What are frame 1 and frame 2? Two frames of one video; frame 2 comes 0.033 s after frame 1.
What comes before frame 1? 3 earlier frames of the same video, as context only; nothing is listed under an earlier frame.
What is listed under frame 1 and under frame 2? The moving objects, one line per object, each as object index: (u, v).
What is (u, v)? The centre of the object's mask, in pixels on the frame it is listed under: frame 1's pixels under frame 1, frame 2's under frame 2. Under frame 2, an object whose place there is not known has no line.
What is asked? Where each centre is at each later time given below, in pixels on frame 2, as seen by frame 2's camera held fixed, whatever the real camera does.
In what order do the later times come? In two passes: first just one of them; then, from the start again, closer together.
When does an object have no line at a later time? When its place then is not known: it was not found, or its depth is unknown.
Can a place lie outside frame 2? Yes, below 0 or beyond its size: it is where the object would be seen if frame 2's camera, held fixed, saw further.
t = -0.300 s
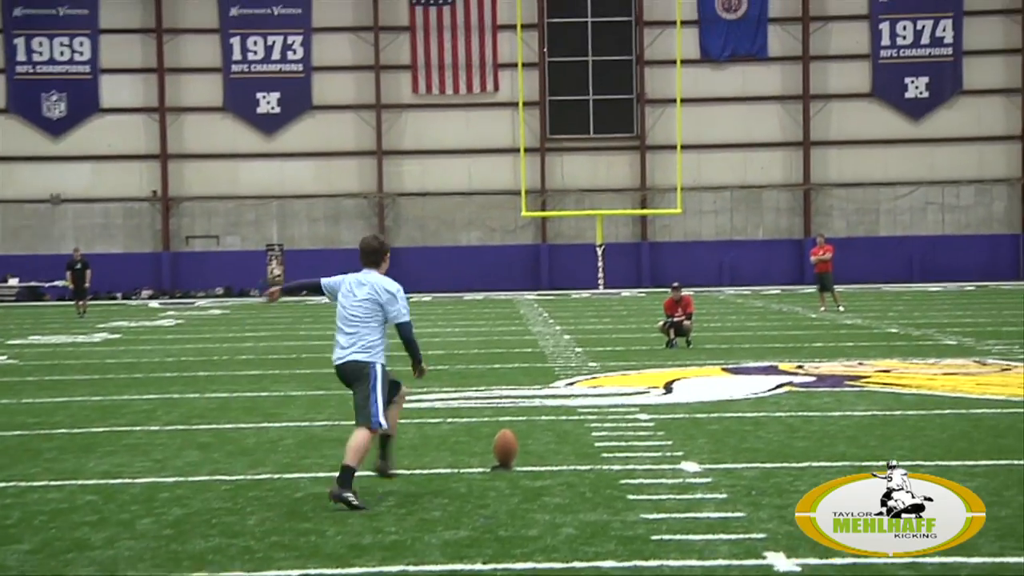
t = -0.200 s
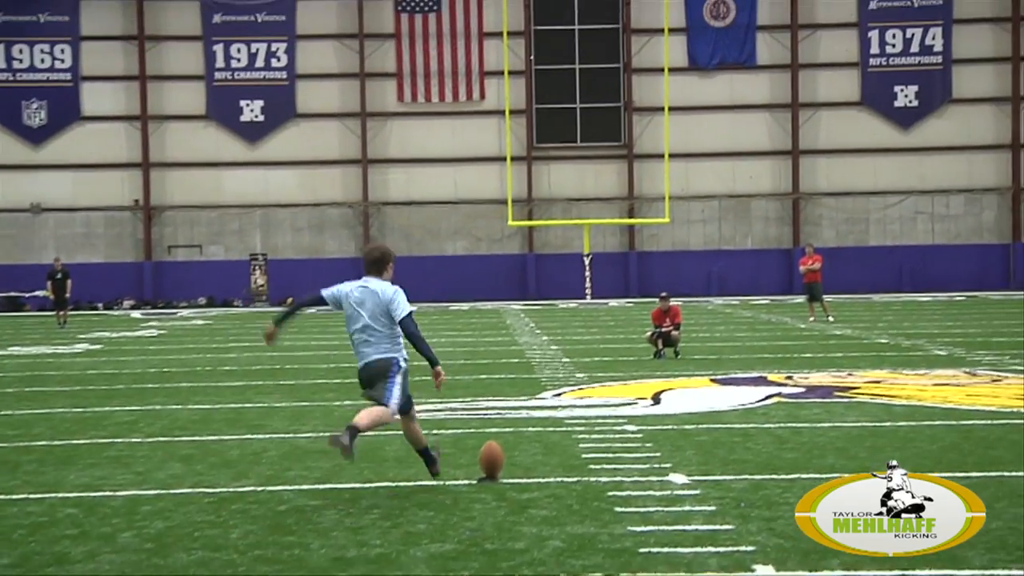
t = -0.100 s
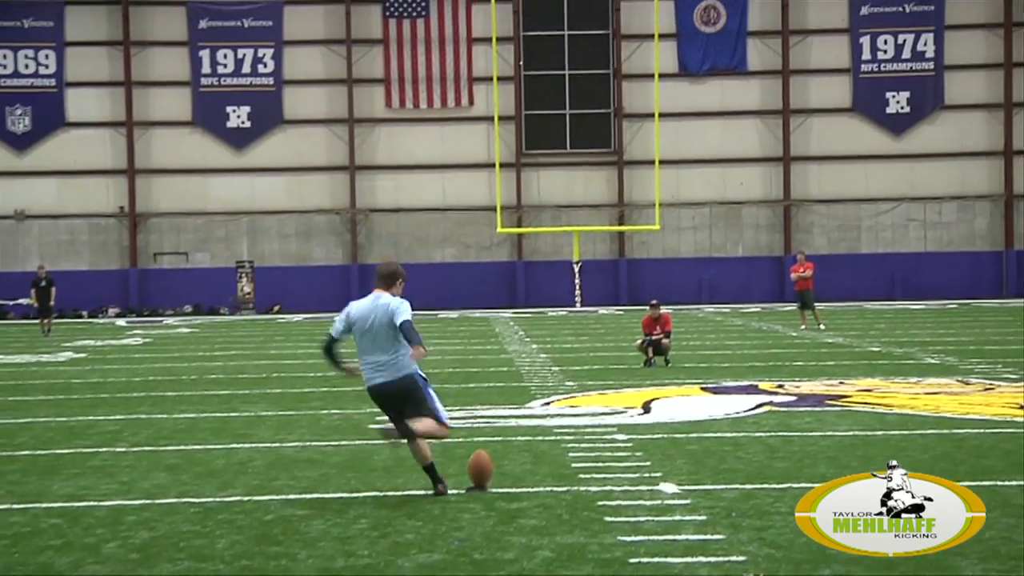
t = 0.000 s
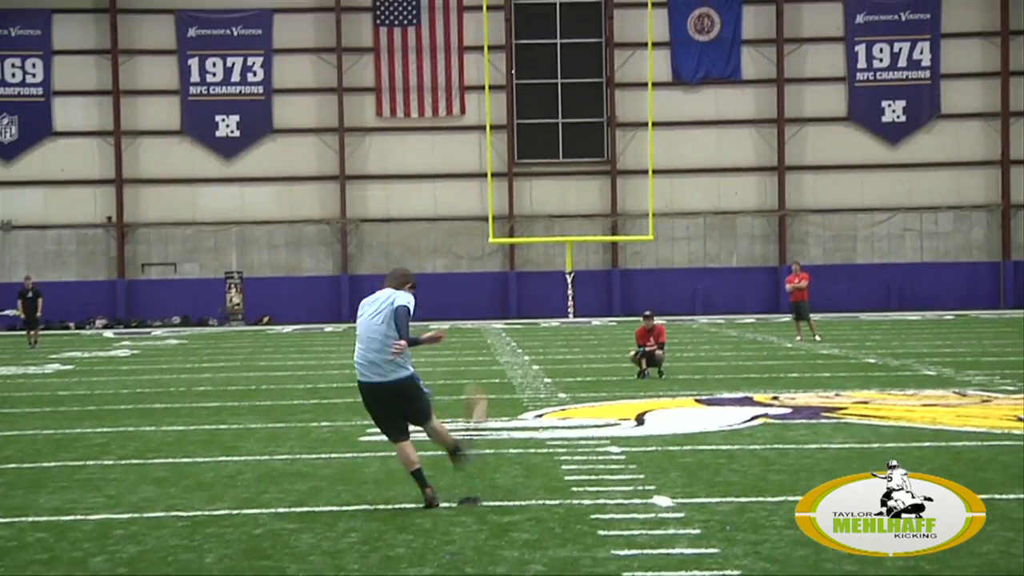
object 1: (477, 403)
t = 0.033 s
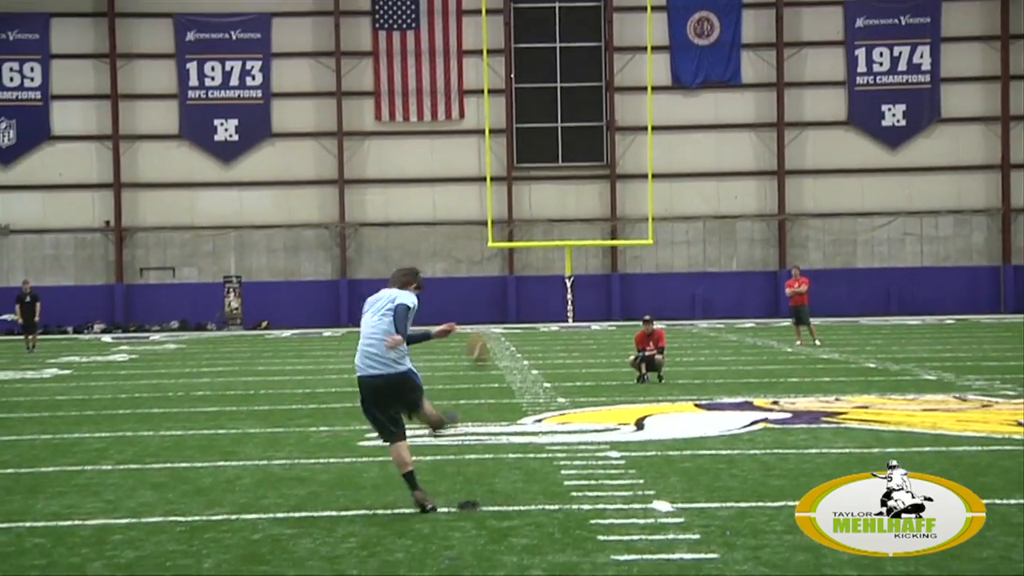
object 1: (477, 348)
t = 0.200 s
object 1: (487, 116)
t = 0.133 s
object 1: (482, 194)
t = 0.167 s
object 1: (484, 153)
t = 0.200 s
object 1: (487, 116)
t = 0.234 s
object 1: (489, 81)
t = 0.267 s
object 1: (490, 51)
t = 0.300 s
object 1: (492, 21)
